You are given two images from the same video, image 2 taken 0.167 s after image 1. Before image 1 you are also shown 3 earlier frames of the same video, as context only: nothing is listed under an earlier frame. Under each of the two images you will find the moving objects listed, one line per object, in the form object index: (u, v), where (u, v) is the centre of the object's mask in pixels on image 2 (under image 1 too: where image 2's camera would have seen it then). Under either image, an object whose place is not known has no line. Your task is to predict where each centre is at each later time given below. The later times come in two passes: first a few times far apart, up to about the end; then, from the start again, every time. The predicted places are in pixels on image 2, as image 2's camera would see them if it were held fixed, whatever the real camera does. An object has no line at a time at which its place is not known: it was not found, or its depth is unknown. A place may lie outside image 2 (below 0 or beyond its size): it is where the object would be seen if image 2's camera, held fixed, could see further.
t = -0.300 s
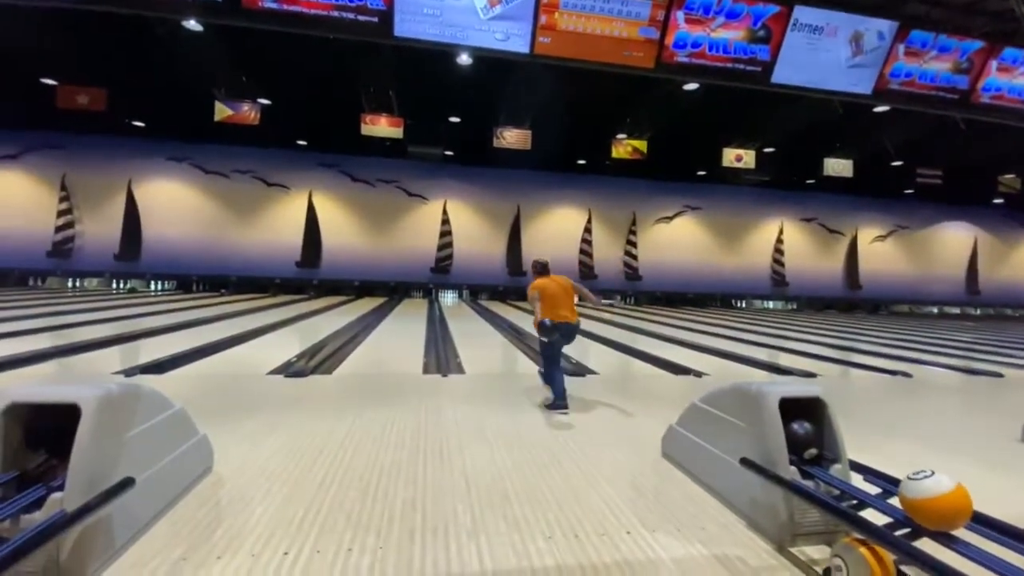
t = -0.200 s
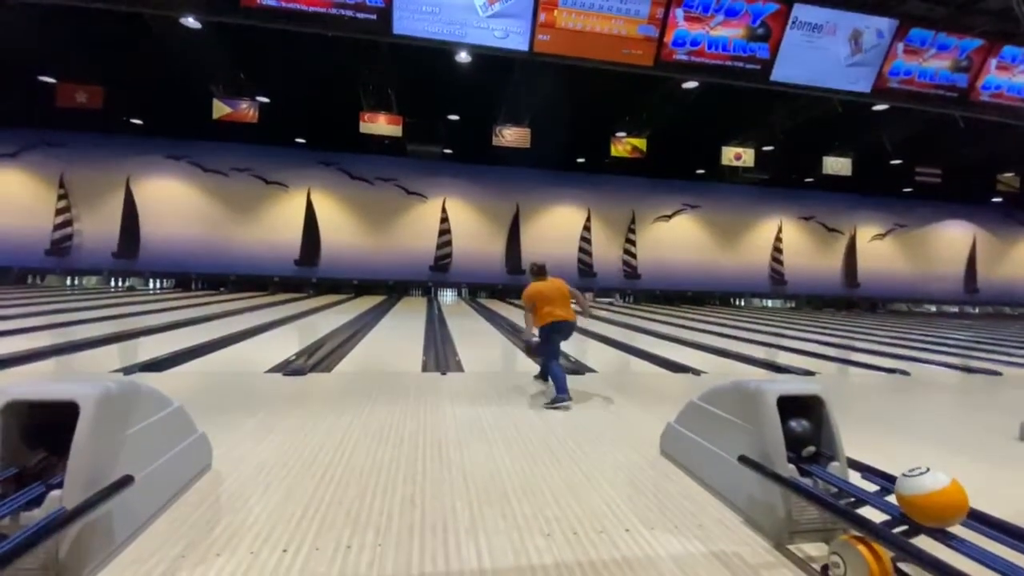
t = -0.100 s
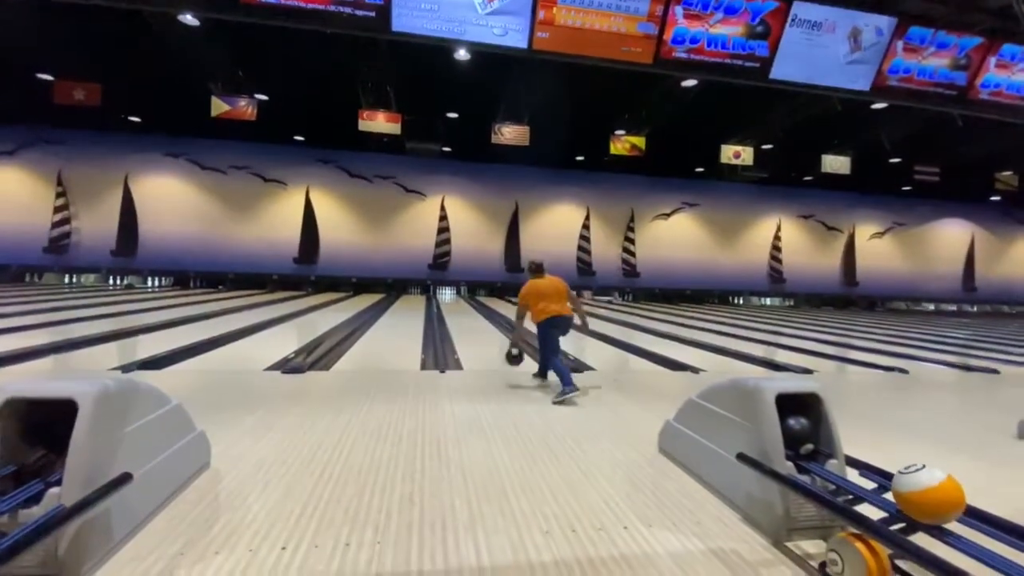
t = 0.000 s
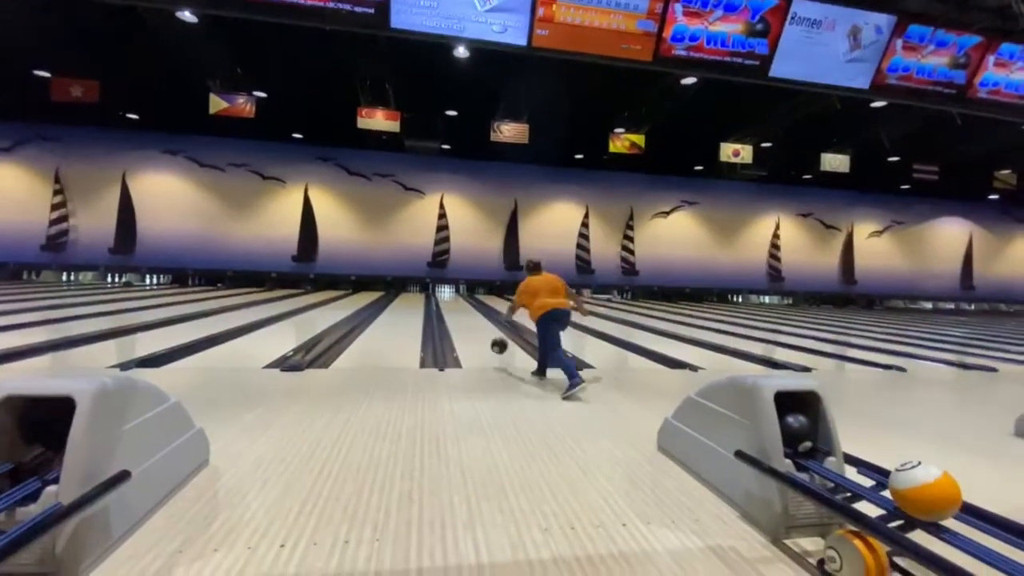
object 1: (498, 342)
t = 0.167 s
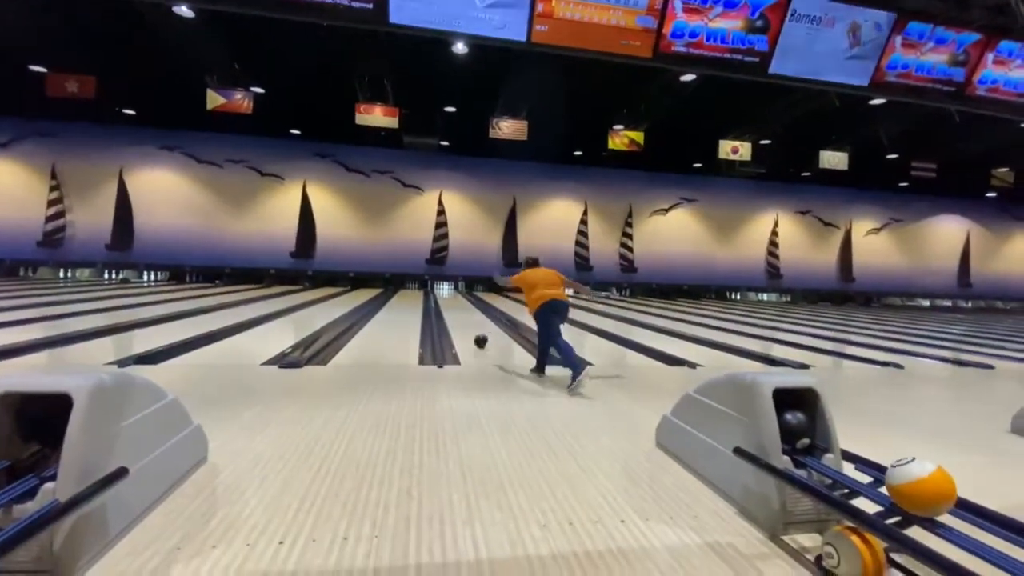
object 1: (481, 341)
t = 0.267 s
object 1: (474, 334)
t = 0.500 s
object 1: (461, 322)
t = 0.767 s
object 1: (452, 312)
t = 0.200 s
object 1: (478, 338)
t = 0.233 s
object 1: (476, 336)
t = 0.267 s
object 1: (474, 334)
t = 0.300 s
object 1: (471, 332)
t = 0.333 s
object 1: (469, 330)
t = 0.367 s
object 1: (468, 328)
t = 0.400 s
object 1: (466, 326)
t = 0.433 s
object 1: (464, 325)
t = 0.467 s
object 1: (463, 323)
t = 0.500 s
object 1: (461, 322)
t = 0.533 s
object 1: (460, 320)
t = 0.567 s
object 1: (458, 319)
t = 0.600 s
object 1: (457, 318)
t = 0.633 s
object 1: (456, 317)
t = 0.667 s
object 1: (455, 315)
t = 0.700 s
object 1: (454, 314)
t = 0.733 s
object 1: (453, 313)
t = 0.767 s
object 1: (452, 312)
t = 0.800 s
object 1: (451, 311)
